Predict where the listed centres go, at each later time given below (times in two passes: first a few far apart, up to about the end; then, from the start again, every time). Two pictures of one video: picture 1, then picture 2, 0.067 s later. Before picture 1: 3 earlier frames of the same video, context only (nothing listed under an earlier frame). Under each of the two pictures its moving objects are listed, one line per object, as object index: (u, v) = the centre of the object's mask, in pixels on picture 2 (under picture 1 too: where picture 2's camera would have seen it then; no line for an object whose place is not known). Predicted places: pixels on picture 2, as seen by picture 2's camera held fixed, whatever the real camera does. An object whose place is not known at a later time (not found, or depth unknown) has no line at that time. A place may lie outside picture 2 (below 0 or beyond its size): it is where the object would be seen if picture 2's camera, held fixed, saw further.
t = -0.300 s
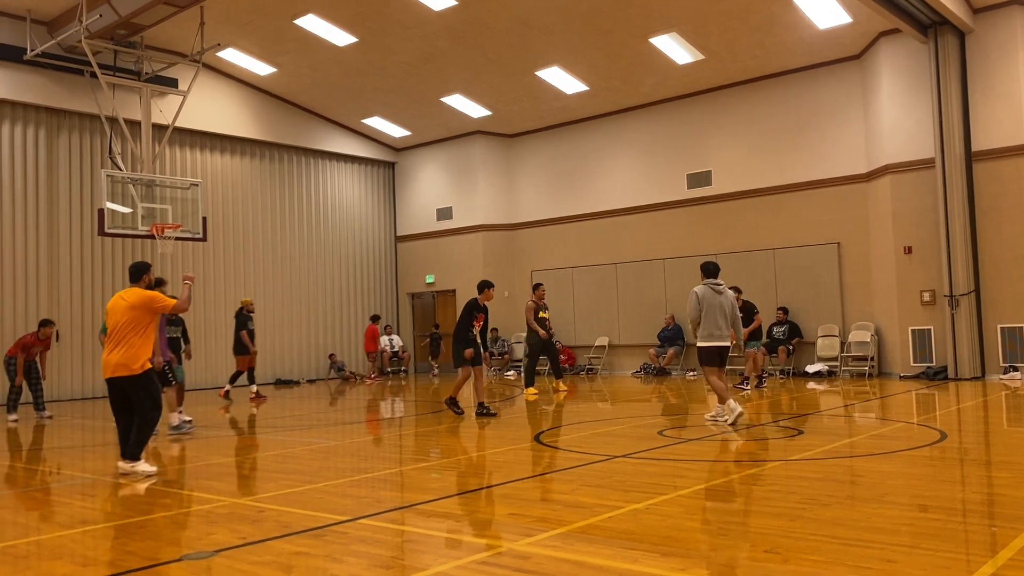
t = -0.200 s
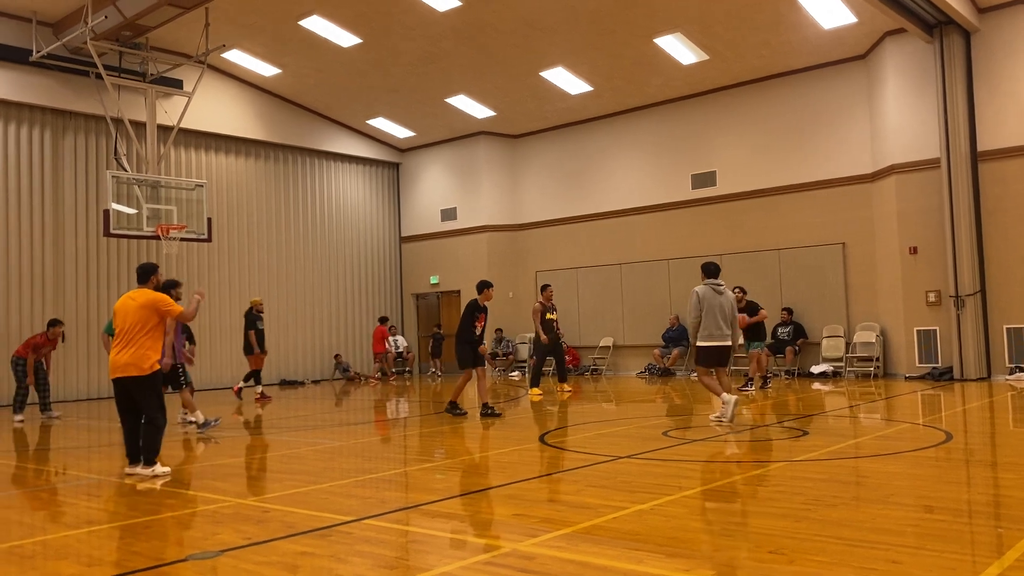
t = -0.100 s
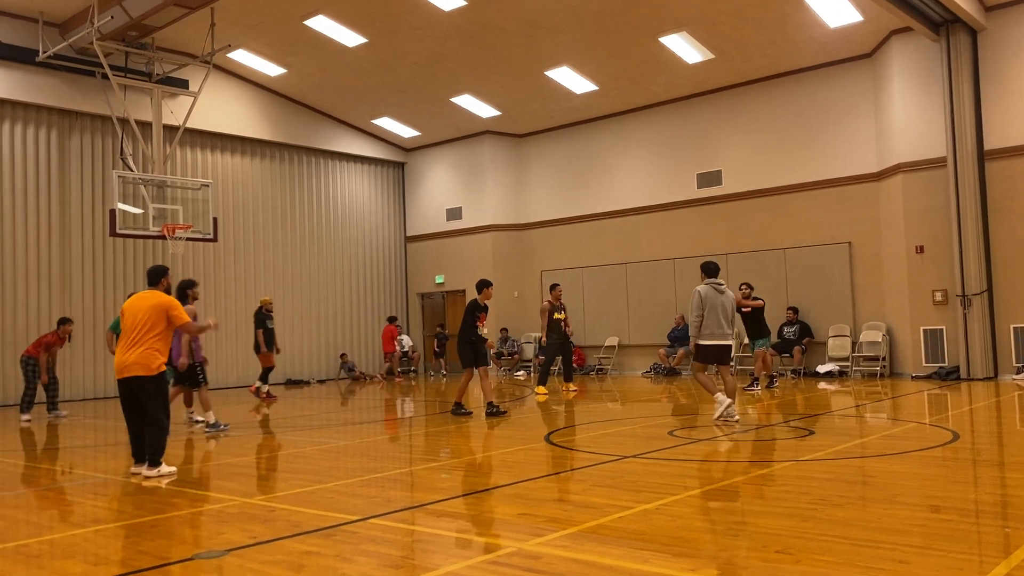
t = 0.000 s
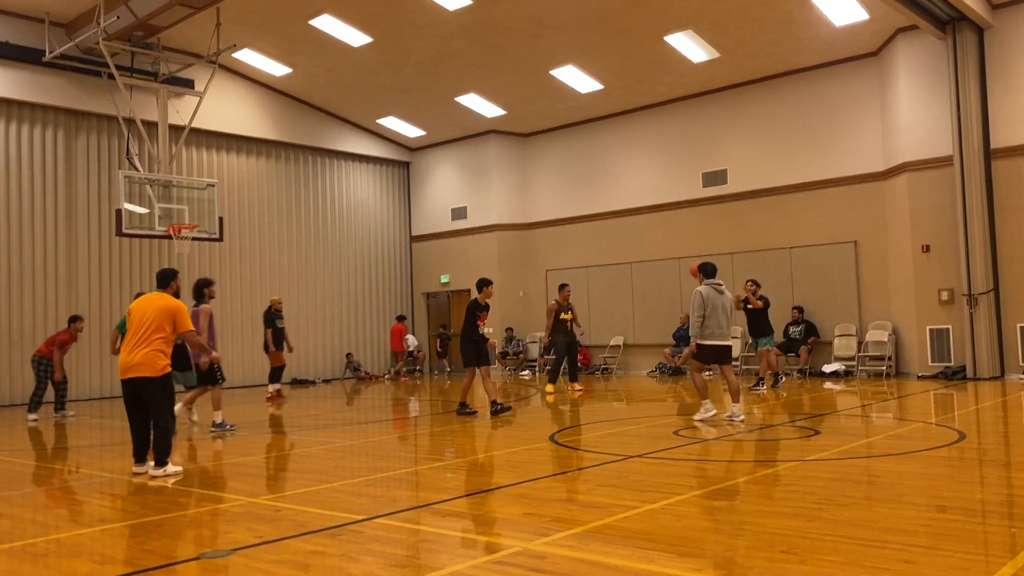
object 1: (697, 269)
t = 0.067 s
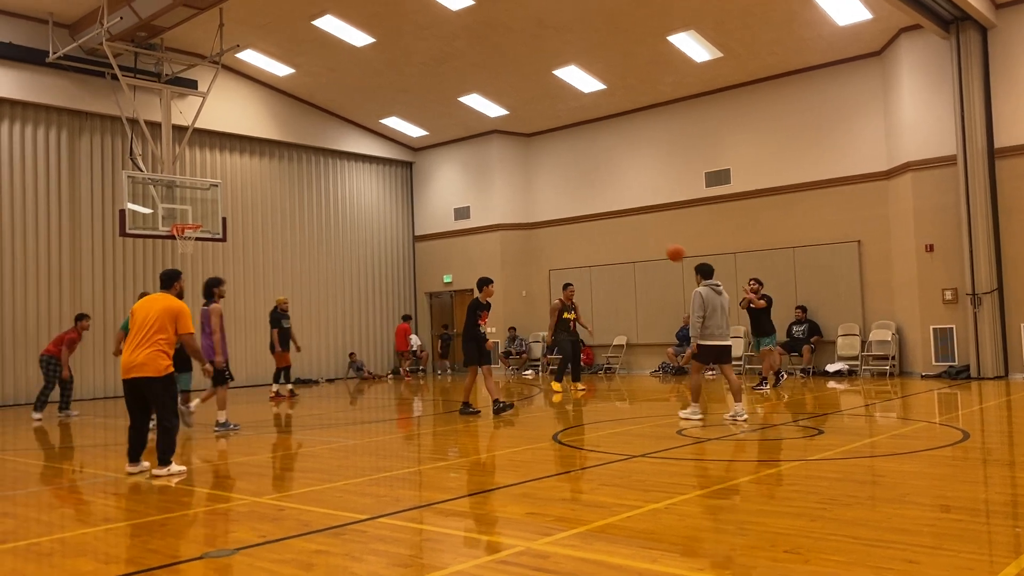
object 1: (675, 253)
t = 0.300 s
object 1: (575, 212)
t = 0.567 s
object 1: (430, 212)
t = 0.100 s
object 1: (662, 245)
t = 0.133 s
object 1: (649, 238)
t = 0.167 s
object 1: (634, 232)
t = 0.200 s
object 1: (620, 225)
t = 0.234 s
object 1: (605, 220)
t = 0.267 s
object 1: (590, 216)
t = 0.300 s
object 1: (575, 212)
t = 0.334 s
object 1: (558, 209)
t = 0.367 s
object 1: (541, 206)
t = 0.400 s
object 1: (524, 205)
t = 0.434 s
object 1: (506, 205)
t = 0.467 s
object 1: (488, 205)
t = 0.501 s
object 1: (469, 206)
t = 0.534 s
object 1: (449, 208)
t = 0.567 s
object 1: (430, 212)
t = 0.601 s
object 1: (409, 217)
